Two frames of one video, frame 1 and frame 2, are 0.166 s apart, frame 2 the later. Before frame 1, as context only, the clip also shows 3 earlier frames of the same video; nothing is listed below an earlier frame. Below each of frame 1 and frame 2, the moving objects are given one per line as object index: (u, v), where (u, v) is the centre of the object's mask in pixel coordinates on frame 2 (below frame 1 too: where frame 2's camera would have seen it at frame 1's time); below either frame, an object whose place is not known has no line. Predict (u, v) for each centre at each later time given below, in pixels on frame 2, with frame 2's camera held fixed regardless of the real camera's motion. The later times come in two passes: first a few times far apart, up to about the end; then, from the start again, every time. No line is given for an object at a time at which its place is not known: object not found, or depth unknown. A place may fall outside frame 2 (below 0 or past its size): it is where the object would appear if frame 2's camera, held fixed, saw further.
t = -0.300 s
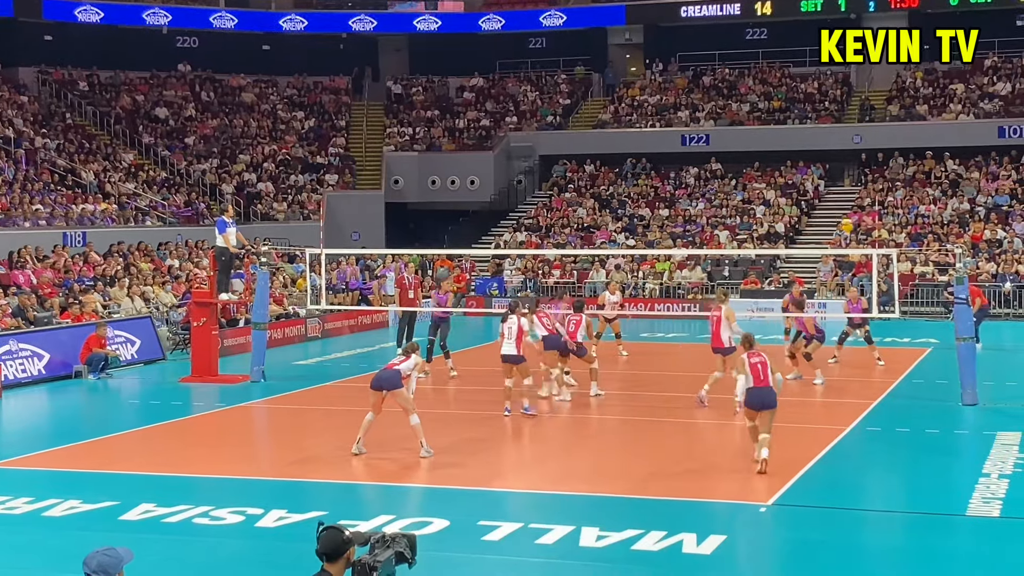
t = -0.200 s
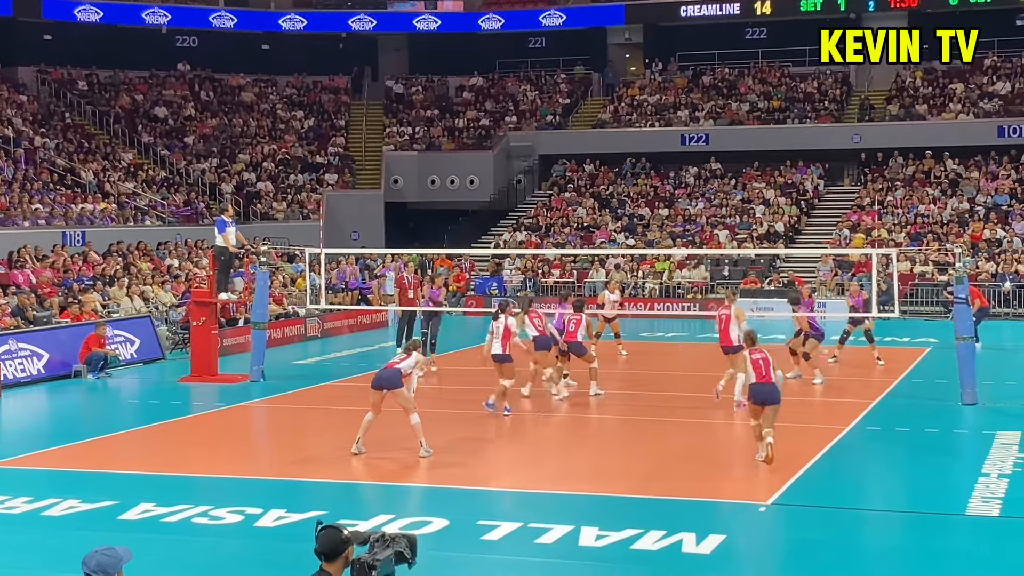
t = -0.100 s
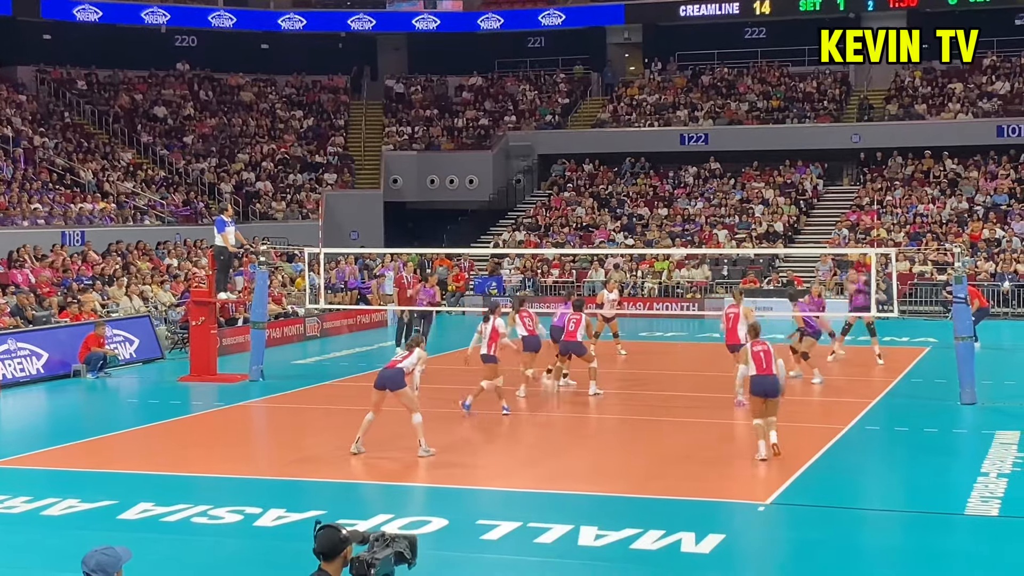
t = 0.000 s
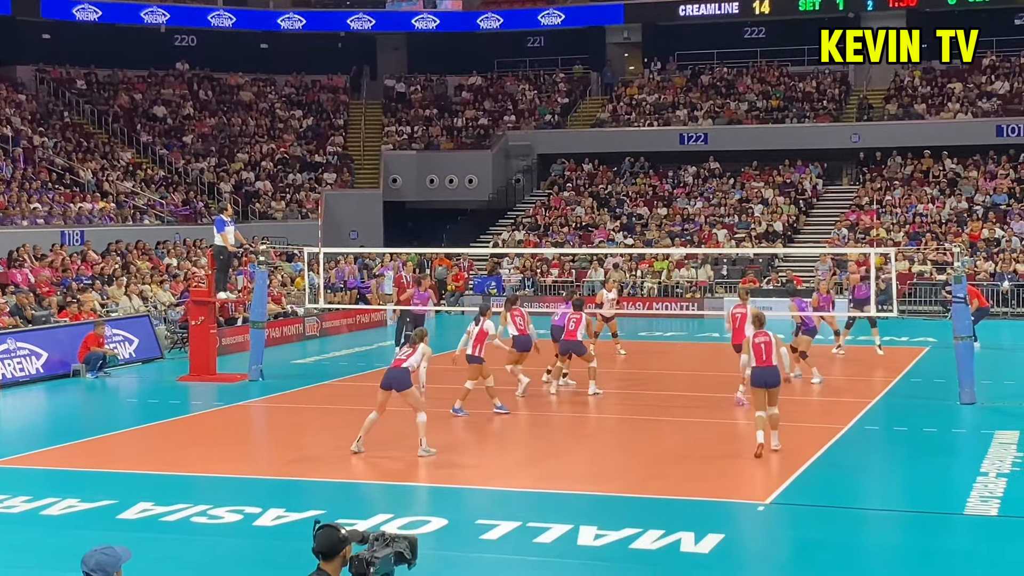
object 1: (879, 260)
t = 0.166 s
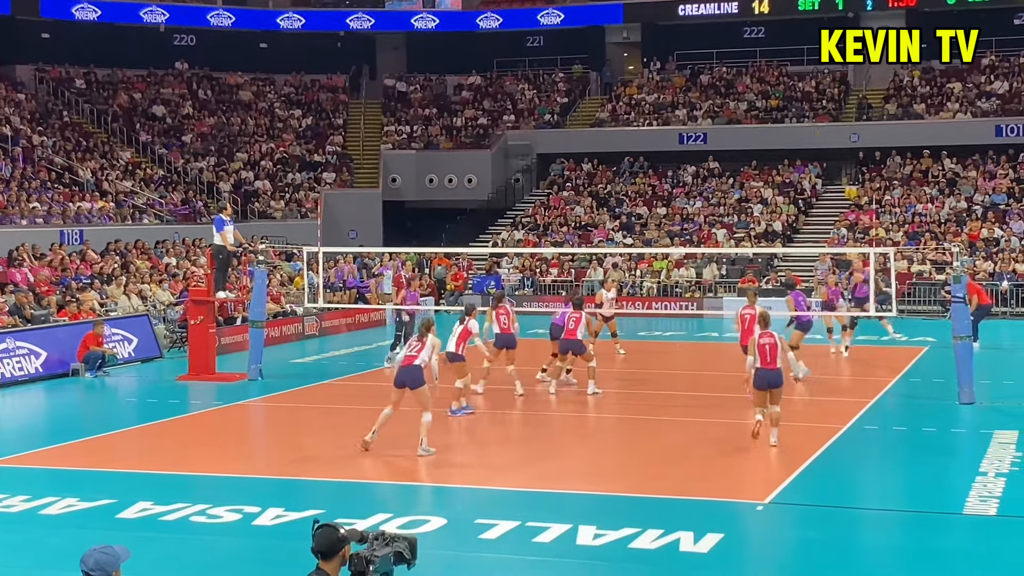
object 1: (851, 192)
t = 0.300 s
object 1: (833, 150)
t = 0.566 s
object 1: (796, 96)
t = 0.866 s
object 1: (757, 84)
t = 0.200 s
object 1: (846, 181)
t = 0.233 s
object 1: (842, 170)
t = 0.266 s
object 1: (837, 159)
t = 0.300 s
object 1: (833, 150)
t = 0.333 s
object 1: (828, 141)
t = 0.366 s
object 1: (823, 133)
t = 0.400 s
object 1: (819, 125)
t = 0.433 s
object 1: (814, 118)
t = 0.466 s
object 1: (810, 112)
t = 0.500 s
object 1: (805, 106)
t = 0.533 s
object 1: (801, 101)
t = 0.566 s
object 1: (796, 96)
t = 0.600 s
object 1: (792, 92)
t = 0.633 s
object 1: (788, 89)
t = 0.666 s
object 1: (784, 87)
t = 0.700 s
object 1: (781, 85)
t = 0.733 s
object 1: (774, 84)
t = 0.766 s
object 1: (770, 83)
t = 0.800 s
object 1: (766, 83)
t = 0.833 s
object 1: (761, 83)
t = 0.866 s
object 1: (757, 84)
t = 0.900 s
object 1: (753, 86)
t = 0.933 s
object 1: (749, 88)
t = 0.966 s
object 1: (745, 91)
